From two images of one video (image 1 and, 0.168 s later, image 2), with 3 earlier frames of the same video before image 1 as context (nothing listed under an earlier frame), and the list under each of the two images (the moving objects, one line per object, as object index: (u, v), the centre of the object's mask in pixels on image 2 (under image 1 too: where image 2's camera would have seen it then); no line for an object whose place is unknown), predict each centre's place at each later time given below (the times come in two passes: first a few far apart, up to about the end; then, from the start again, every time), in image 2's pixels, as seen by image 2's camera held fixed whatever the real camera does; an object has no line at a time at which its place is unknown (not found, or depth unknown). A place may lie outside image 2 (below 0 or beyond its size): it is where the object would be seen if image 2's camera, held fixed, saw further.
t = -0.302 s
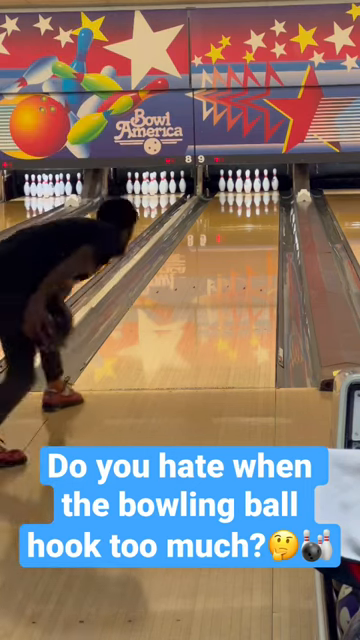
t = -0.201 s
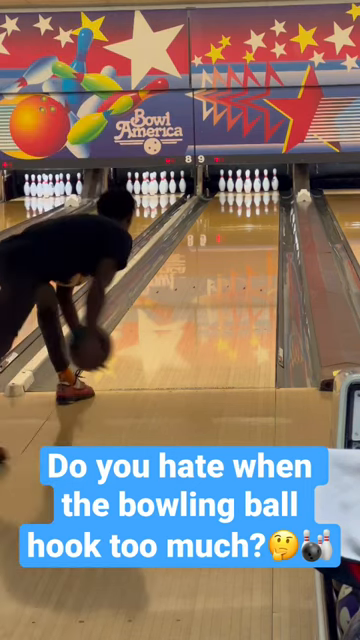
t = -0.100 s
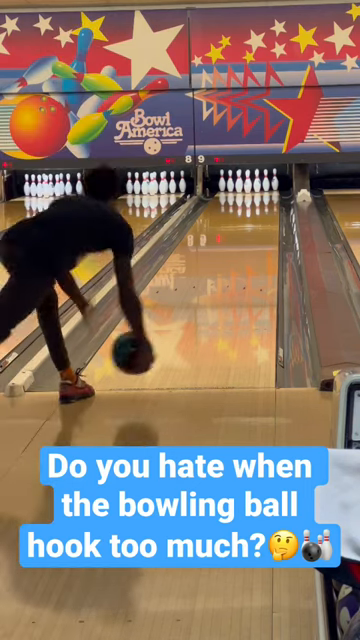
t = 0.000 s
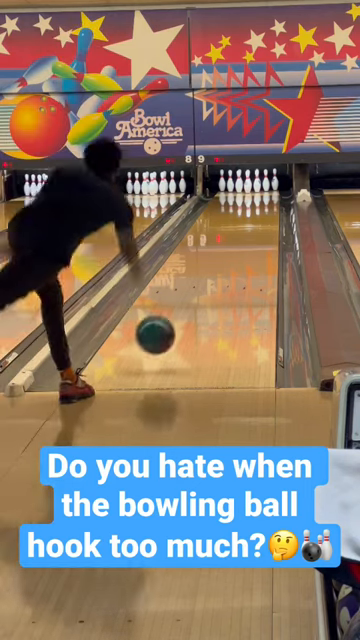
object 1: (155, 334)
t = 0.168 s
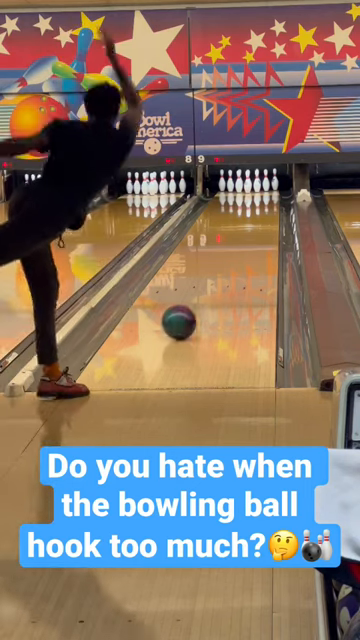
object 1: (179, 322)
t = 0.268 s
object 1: (190, 307)
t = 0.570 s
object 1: (215, 272)
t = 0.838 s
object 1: (230, 251)
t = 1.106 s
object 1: (242, 232)
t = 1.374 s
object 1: (250, 220)
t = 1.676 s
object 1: (256, 208)
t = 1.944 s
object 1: (257, 200)
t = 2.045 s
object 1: (257, 197)
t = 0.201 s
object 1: (182, 317)
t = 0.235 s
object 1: (186, 312)
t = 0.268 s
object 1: (190, 307)
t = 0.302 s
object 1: (193, 302)
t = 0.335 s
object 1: (196, 298)
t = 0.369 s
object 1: (200, 294)
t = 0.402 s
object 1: (202, 290)
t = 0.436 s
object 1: (205, 286)
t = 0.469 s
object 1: (207, 282)
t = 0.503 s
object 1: (210, 279)
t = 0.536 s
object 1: (212, 275)
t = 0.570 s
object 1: (215, 272)
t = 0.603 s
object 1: (217, 269)
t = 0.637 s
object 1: (219, 266)
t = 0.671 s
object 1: (221, 263)
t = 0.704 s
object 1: (223, 261)
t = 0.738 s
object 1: (225, 258)
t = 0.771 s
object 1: (227, 256)
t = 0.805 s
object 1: (228, 253)
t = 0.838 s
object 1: (230, 251)
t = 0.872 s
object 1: (232, 249)
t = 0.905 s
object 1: (233, 246)
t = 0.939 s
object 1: (236, 242)
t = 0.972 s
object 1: (237, 240)
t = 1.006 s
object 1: (239, 238)
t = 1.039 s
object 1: (240, 236)
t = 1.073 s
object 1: (241, 234)
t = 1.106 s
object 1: (242, 232)
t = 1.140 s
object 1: (244, 231)
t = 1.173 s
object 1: (245, 229)
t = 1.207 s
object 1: (246, 228)
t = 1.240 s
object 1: (246, 226)
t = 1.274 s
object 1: (247, 224)
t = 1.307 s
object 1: (248, 223)
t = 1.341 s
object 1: (249, 221)
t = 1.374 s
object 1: (250, 220)
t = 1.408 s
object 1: (250, 218)
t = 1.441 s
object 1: (251, 217)
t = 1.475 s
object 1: (252, 215)
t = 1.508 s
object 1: (253, 214)
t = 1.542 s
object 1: (253, 213)
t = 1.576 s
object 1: (254, 211)
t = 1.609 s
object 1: (255, 210)
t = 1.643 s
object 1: (255, 209)
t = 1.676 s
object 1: (256, 208)
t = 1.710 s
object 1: (256, 207)
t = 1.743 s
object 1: (257, 206)
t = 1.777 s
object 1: (257, 205)
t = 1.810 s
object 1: (257, 204)
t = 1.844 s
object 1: (258, 203)
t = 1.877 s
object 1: (257, 202)
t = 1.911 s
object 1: (258, 201)
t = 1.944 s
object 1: (257, 200)
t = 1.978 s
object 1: (258, 199)
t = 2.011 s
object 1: (258, 198)
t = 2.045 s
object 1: (257, 197)
